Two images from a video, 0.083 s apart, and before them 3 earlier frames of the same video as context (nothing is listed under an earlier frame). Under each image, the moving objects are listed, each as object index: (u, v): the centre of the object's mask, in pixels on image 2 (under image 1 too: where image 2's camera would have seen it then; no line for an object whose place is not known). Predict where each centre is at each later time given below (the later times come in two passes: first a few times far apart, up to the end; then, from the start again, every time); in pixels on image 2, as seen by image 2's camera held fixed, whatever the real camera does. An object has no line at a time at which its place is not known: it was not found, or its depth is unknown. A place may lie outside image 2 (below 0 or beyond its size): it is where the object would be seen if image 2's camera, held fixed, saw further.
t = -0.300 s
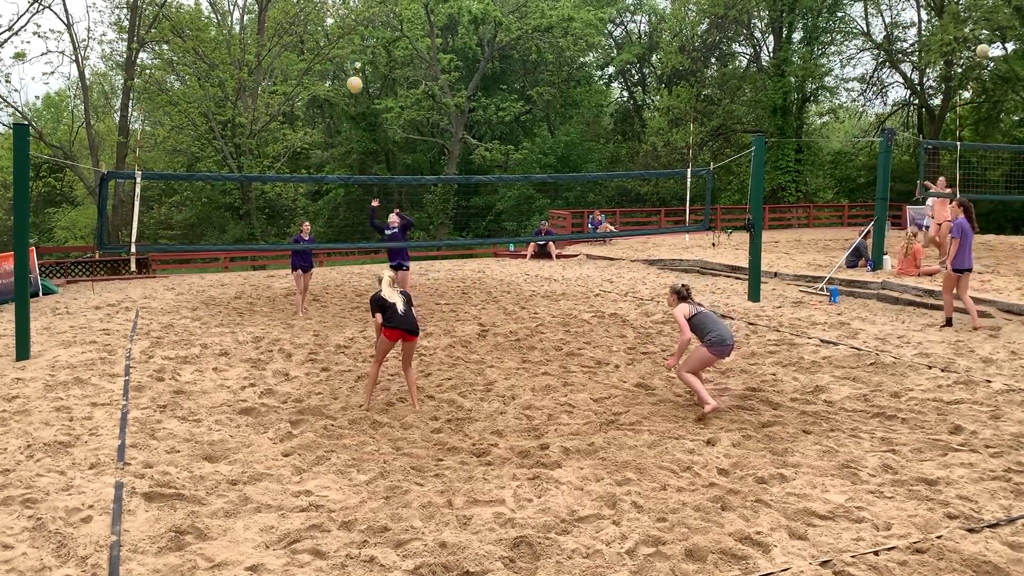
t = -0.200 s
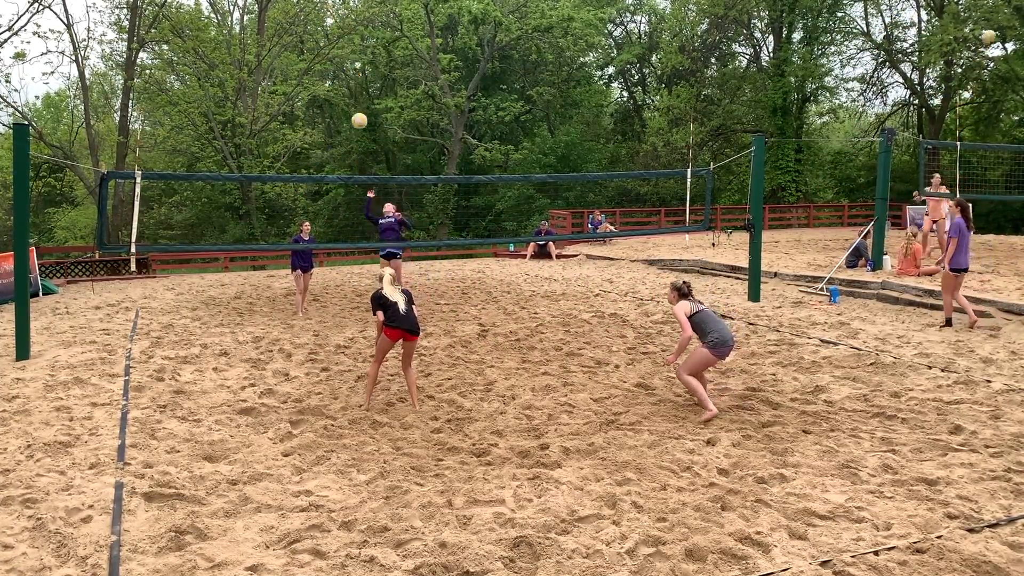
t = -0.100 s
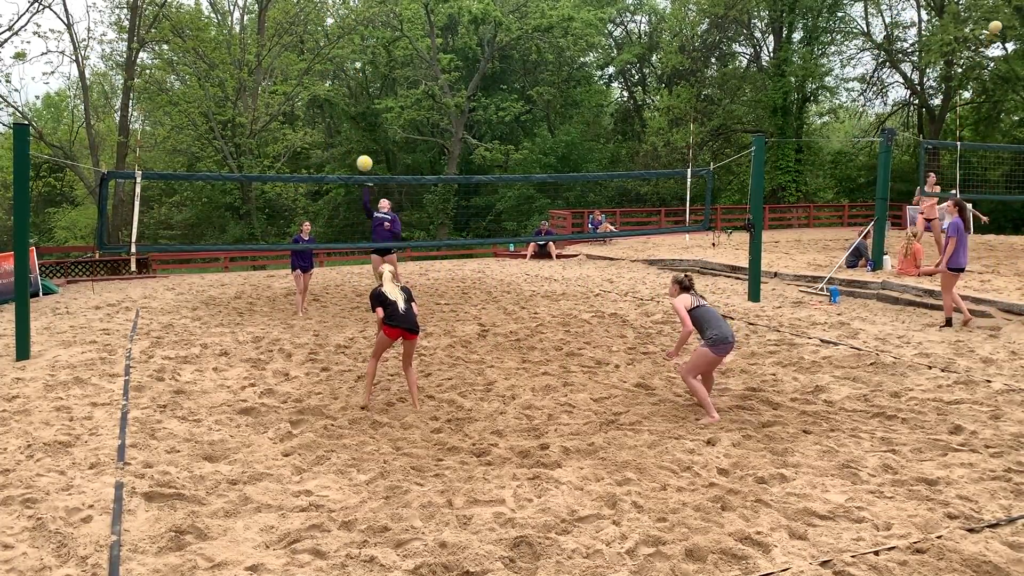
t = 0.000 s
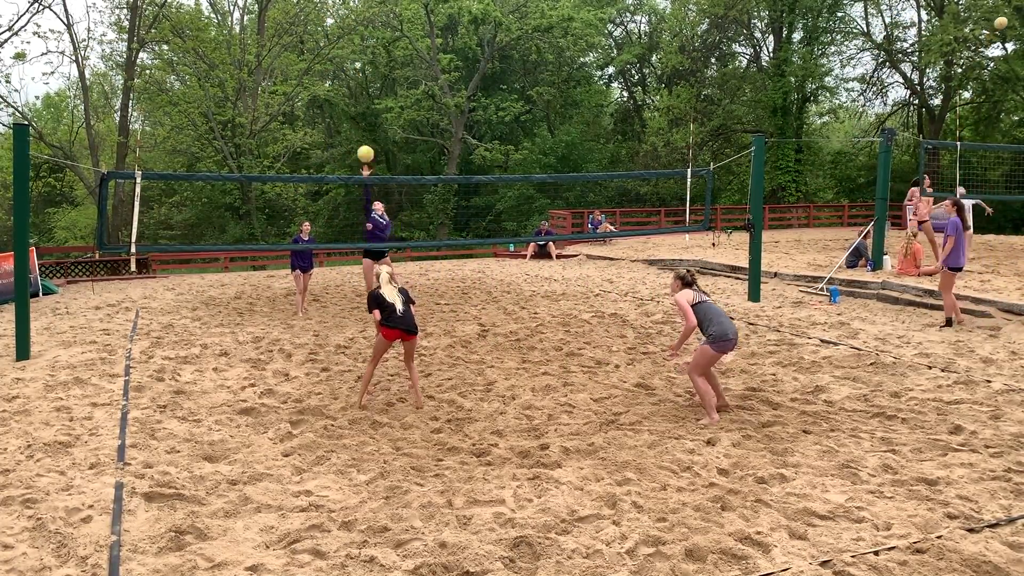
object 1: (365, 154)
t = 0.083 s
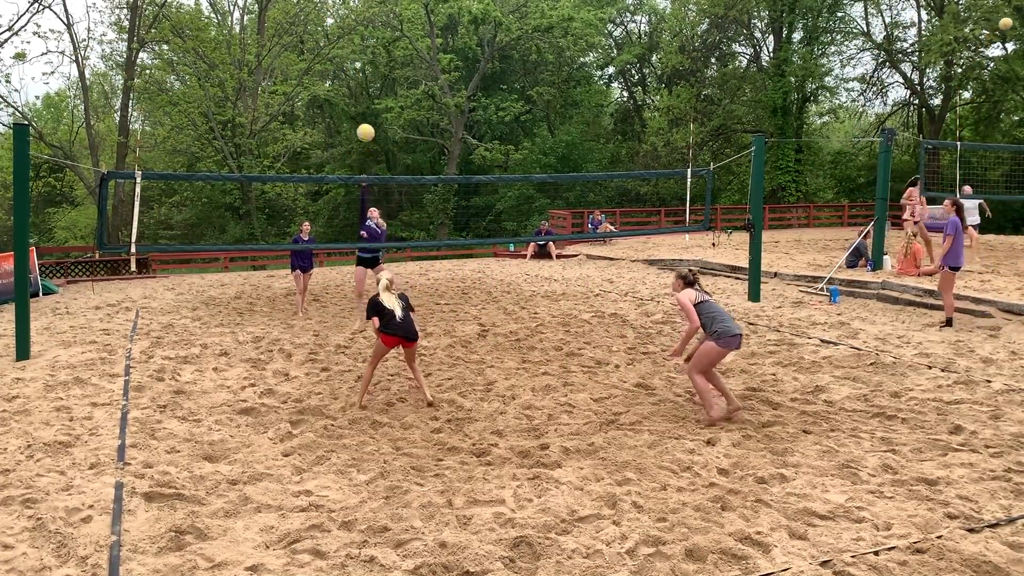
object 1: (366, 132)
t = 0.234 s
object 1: (367, 104)
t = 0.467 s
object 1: (371, 96)
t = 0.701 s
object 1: (381, 158)
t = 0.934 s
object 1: (398, 342)
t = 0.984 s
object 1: (403, 407)
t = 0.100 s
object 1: (366, 129)
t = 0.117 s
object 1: (366, 125)
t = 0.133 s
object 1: (366, 121)
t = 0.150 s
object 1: (366, 118)
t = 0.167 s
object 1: (366, 115)
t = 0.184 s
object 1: (366, 112)
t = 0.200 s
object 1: (366, 109)
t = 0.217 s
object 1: (367, 106)
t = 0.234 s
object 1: (367, 104)
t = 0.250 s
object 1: (367, 102)
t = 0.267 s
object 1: (367, 100)
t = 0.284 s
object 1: (367, 98)
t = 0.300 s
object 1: (368, 97)
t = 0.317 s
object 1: (368, 95)
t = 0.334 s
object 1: (368, 94)
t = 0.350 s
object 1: (369, 93)
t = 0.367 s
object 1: (369, 93)
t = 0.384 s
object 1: (369, 93)
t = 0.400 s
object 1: (370, 92)
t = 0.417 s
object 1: (370, 93)
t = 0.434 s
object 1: (370, 93)
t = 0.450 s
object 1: (371, 94)
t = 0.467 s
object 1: (371, 96)
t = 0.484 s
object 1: (372, 97)
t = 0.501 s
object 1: (372, 99)
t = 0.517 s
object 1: (373, 102)
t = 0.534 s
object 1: (373, 104)
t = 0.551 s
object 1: (374, 107)
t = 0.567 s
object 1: (374, 111)
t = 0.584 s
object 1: (375, 115)
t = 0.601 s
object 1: (376, 120)
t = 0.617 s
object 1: (377, 125)
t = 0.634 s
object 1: (377, 130)
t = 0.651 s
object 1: (378, 137)
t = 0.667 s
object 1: (379, 143)
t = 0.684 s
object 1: (380, 150)
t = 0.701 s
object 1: (381, 158)
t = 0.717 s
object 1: (381, 166)
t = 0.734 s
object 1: (383, 175)
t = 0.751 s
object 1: (384, 185)
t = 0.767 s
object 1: (385, 195)
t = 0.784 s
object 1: (386, 206)
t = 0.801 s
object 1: (388, 217)
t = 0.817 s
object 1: (389, 230)
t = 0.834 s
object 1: (390, 244)
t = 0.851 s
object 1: (391, 257)
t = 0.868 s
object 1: (393, 272)
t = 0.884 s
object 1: (395, 289)
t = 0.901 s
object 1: (395, 305)
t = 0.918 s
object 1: (397, 324)
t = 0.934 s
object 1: (398, 342)
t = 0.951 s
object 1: (400, 363)
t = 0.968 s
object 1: (402, 383)
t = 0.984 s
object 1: (403, 407)
